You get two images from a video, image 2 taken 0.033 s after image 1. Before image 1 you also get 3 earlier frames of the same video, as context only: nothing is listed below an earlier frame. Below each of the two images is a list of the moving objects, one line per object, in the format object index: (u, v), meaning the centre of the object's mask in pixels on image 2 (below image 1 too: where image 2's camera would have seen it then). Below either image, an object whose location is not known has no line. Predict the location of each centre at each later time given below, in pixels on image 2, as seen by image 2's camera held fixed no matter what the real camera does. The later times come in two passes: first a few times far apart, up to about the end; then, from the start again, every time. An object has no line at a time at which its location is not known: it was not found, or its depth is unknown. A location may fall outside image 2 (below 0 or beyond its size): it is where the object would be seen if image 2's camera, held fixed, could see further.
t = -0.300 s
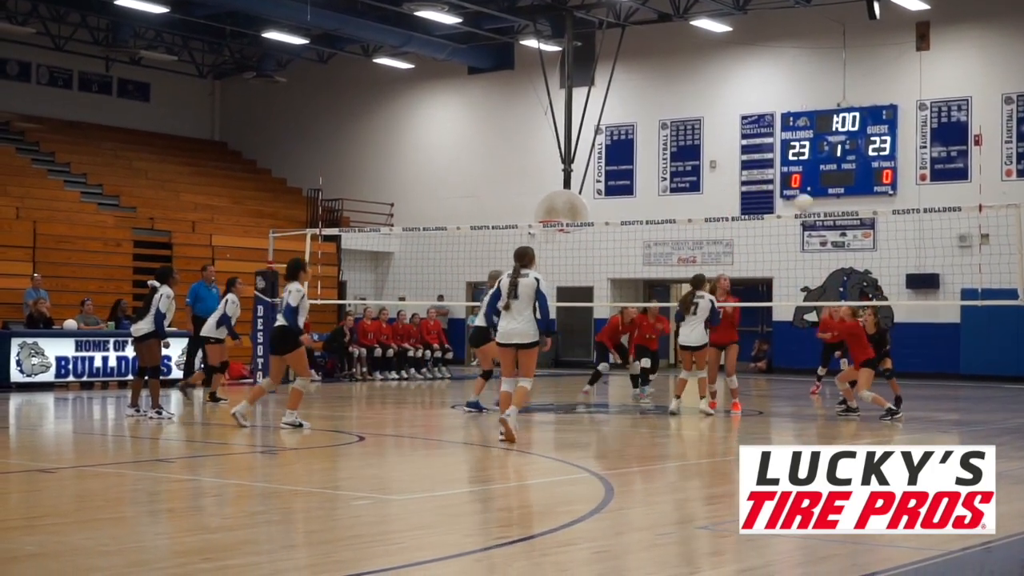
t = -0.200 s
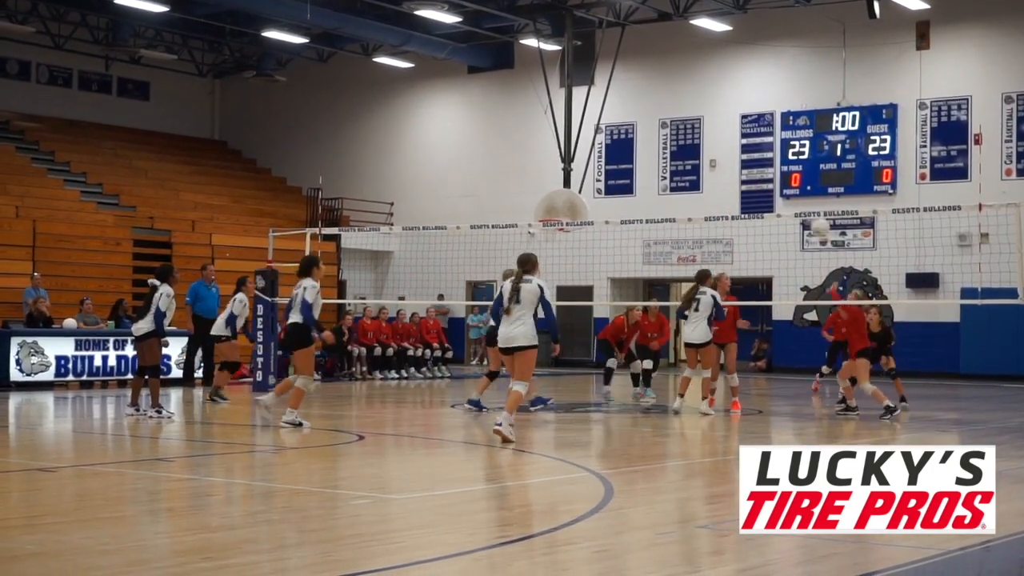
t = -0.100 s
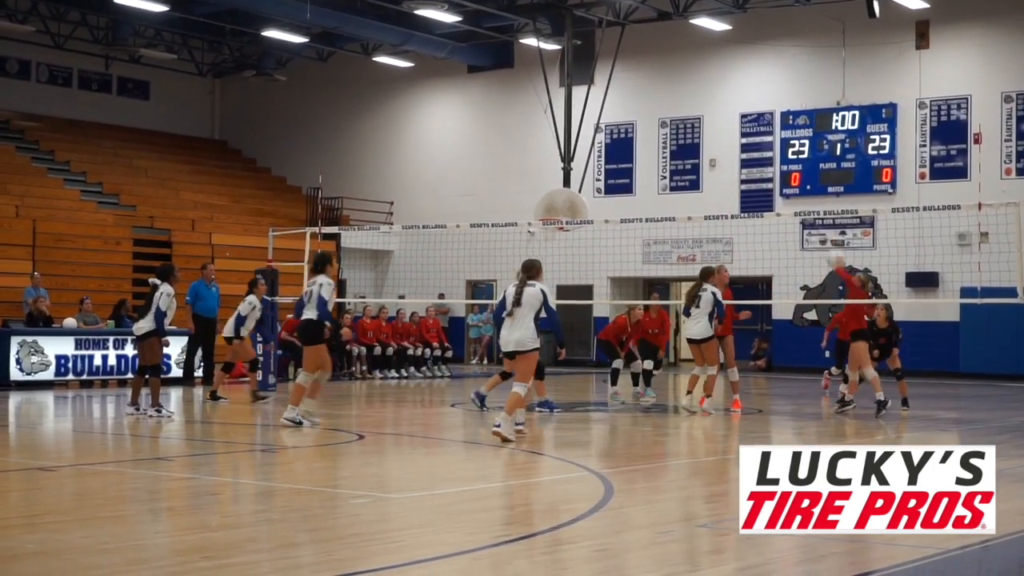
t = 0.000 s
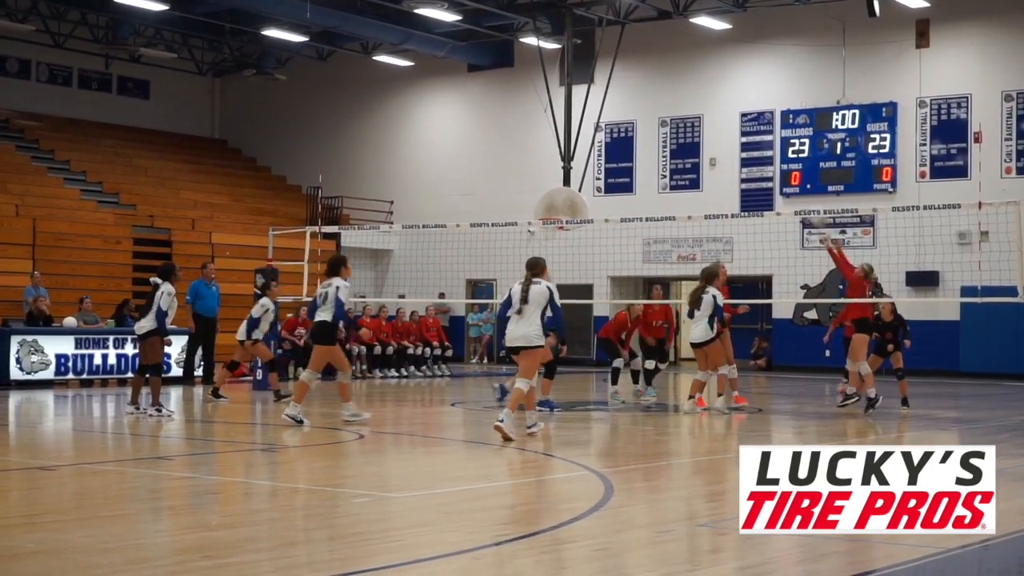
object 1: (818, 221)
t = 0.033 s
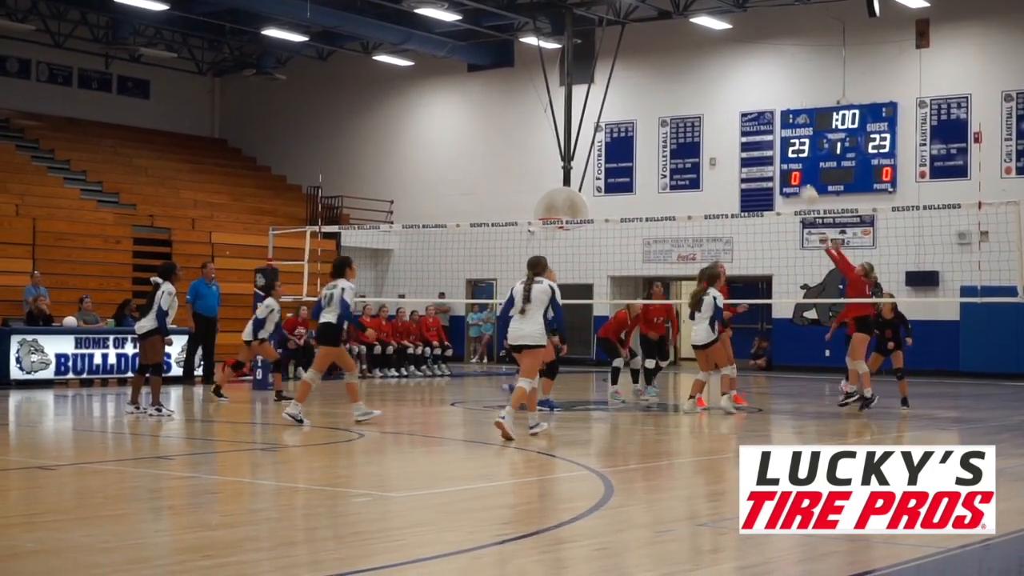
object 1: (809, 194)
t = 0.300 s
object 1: (743, 92)
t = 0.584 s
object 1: (678, 49)
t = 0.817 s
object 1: (630, 62)
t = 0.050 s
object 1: (805, 187)
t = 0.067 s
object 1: (800, 180)
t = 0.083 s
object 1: (796, 170)
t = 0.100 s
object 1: (791, 164)
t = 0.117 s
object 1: (786, 155)
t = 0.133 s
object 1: (783, 148)
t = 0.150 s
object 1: (780, 142)
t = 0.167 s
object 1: (774, 135)
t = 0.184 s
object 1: (770, 127)
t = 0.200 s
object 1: (766, 122)
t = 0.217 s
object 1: (763, 117)
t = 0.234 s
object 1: (760, 113)
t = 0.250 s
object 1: (755, 107)
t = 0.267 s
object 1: (751, 101)
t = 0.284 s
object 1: (746, 97)
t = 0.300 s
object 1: (743, 92)
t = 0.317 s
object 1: (739, 88)
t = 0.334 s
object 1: (735, 84)
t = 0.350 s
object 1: (731, 78)
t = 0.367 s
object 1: (728, 74)
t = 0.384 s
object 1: (723, 71)
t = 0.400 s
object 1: (720, 67)
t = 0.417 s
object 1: (716, 64)
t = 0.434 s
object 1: (712, 61)
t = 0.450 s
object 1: (708, 58)
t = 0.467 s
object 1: (704, 56)
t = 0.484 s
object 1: (700, 54)
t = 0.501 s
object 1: (697, 53)
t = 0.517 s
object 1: (693, 52)
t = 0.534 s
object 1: (689, 51)
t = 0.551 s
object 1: (686, 50)
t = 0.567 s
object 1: (682, 49)
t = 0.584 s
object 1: (678, 49)
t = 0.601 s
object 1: (675, 49)
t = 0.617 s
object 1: (671, 48)
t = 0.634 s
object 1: (667, 49)
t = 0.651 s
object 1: (664, 49)
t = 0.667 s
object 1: (660, 49)
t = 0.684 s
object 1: (657, 50)
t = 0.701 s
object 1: (653, 51)
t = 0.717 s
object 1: (650, 52)
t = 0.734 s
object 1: (646, 54)
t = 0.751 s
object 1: (643, 55)
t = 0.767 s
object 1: (639, 57)
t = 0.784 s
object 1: (636, 59)
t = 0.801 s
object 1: (633, 60)
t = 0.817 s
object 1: (630, 62)
